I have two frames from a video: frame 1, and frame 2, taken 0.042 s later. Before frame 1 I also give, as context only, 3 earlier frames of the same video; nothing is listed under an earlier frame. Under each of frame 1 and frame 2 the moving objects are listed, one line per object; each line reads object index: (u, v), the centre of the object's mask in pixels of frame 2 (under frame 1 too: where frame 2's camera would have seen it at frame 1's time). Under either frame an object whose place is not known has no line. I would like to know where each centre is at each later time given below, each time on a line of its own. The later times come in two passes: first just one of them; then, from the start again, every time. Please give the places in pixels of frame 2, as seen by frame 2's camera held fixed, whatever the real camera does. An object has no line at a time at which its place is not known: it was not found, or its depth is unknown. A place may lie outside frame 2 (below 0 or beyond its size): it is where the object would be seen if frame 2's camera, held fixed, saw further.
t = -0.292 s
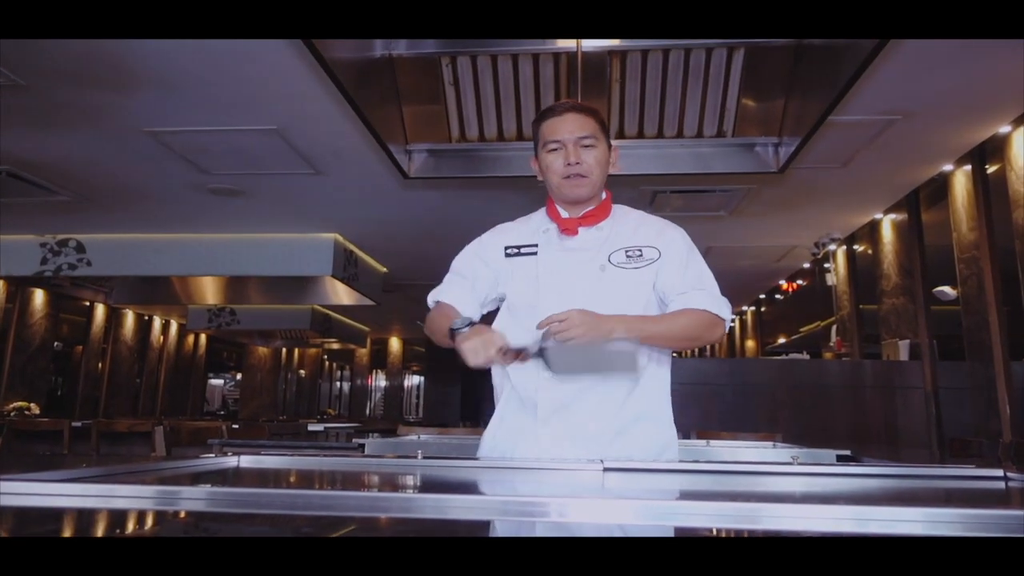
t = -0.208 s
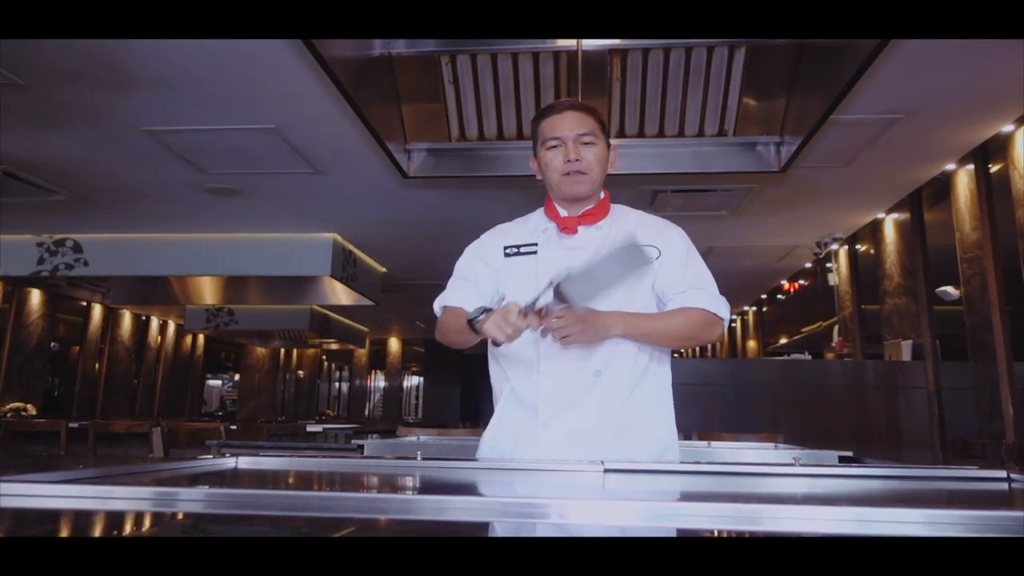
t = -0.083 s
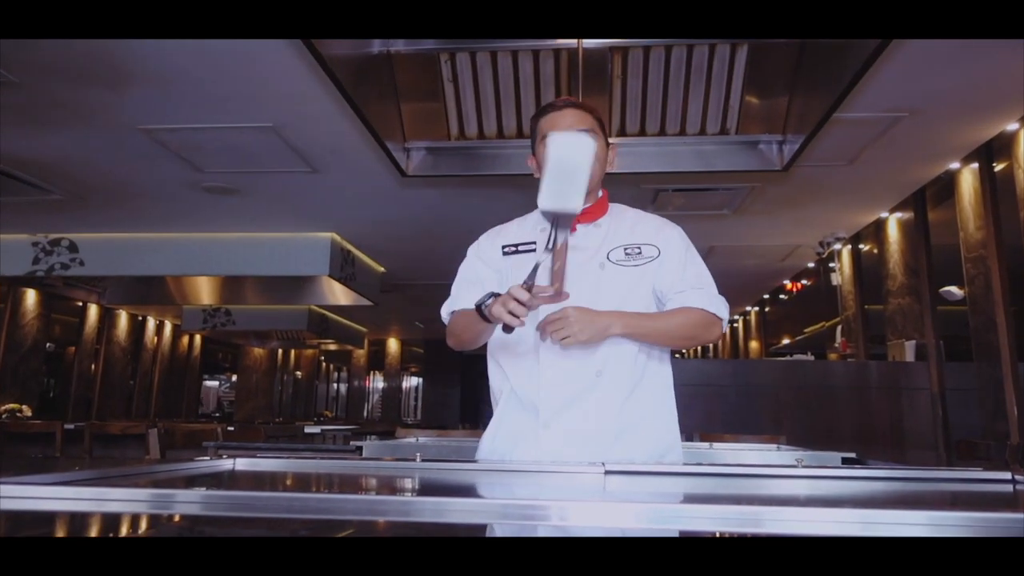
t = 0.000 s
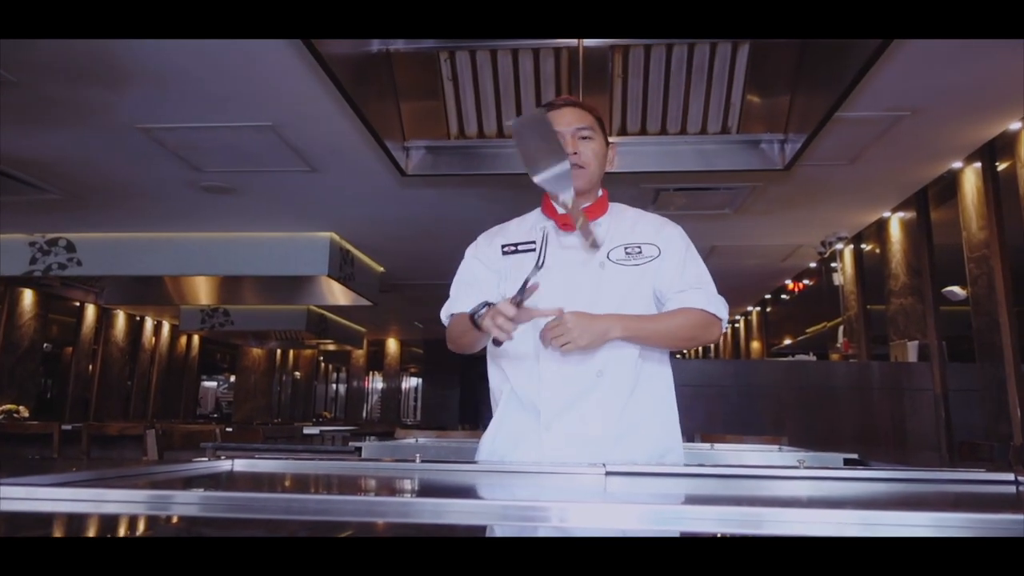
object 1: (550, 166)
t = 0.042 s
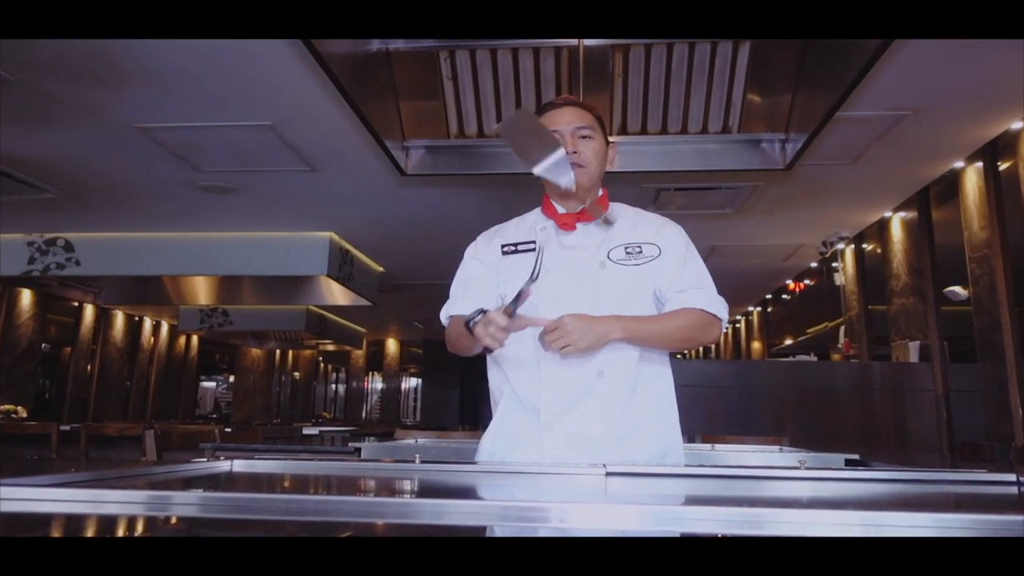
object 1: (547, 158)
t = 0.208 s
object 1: (548, 134)
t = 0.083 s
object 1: (534, 144)
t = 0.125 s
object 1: (542, 144)
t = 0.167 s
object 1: (543, 138)
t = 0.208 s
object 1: (548, 134)
